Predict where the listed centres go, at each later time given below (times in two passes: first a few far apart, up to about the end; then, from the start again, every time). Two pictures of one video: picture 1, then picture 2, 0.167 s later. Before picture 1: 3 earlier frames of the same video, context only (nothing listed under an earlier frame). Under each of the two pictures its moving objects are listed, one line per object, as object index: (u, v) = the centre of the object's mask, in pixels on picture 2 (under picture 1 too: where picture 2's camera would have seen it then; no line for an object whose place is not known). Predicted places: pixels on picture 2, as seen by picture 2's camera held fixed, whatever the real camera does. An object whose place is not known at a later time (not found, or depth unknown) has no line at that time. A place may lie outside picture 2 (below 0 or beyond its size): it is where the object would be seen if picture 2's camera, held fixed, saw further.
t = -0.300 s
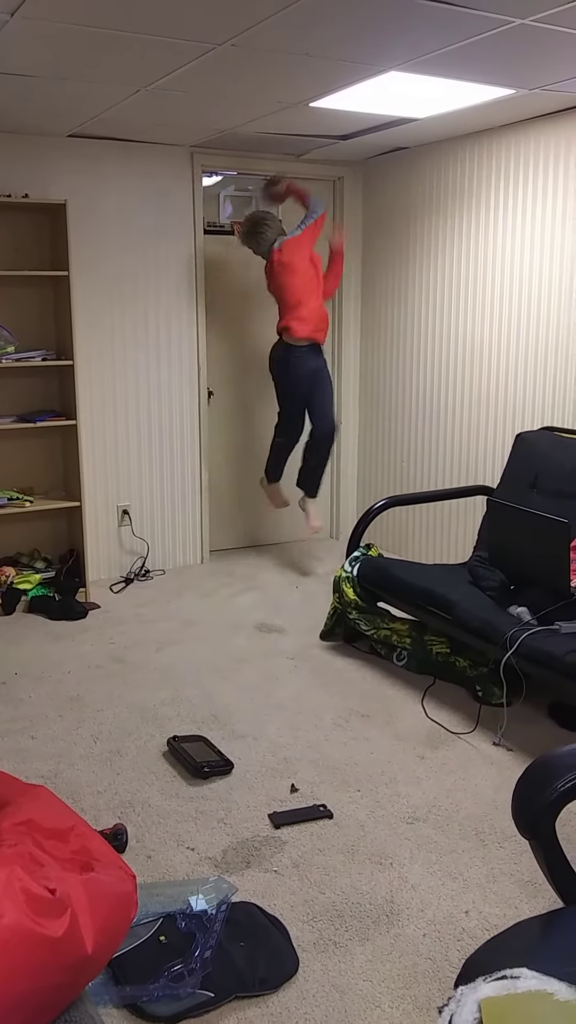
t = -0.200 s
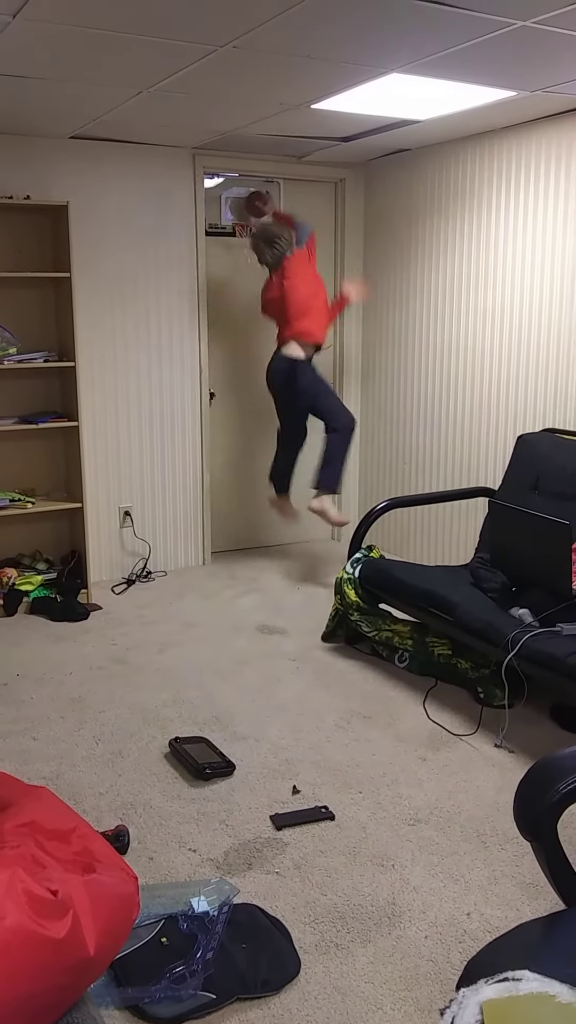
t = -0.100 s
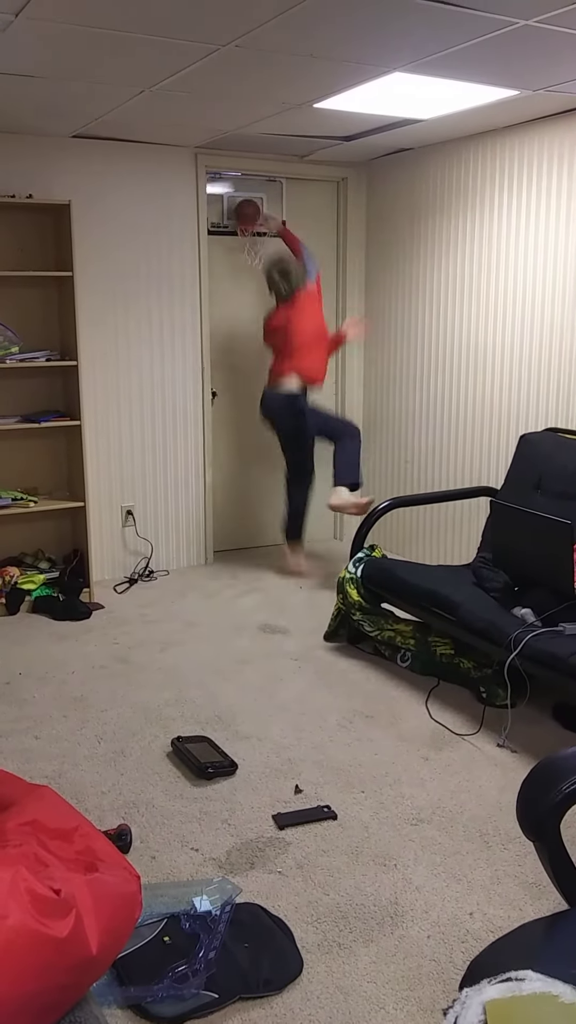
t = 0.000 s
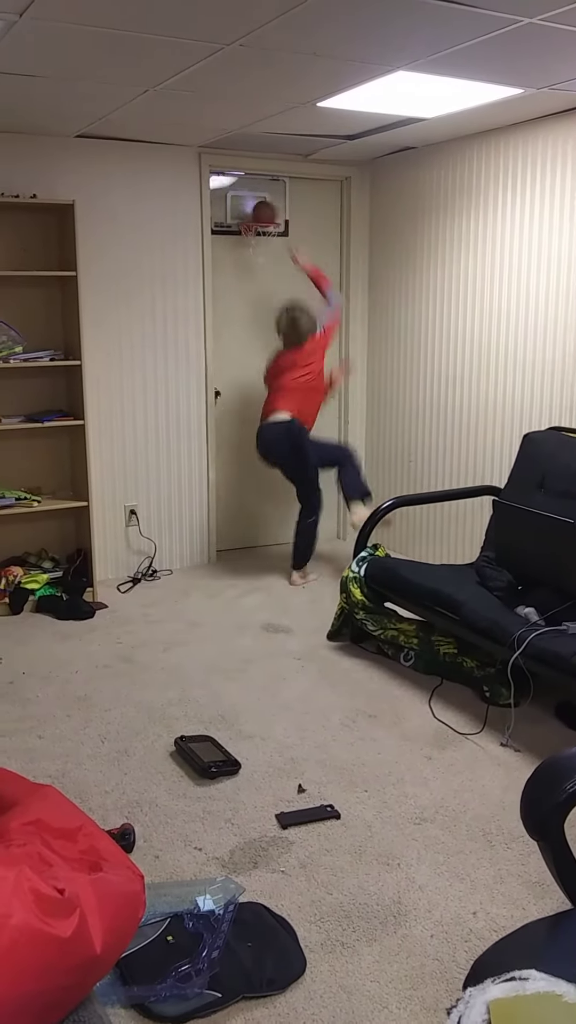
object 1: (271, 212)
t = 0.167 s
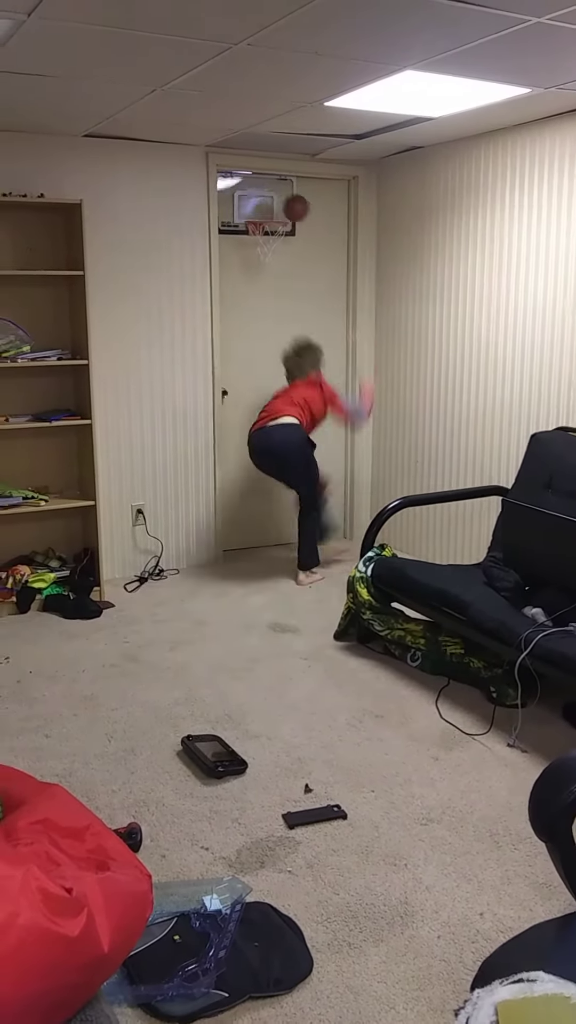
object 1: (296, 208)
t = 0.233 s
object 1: (305, 218)
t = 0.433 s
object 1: (334, 299)
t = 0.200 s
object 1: (301, 212)
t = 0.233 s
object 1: (305, 218)
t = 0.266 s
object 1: (311, 226)
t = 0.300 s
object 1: (316, 237)
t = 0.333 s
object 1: (321, 249)
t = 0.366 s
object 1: (325, 264)
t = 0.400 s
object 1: (330, 280)
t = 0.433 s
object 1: (334, 299)
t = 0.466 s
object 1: (339, 320)
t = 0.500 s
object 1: (343, 343)
